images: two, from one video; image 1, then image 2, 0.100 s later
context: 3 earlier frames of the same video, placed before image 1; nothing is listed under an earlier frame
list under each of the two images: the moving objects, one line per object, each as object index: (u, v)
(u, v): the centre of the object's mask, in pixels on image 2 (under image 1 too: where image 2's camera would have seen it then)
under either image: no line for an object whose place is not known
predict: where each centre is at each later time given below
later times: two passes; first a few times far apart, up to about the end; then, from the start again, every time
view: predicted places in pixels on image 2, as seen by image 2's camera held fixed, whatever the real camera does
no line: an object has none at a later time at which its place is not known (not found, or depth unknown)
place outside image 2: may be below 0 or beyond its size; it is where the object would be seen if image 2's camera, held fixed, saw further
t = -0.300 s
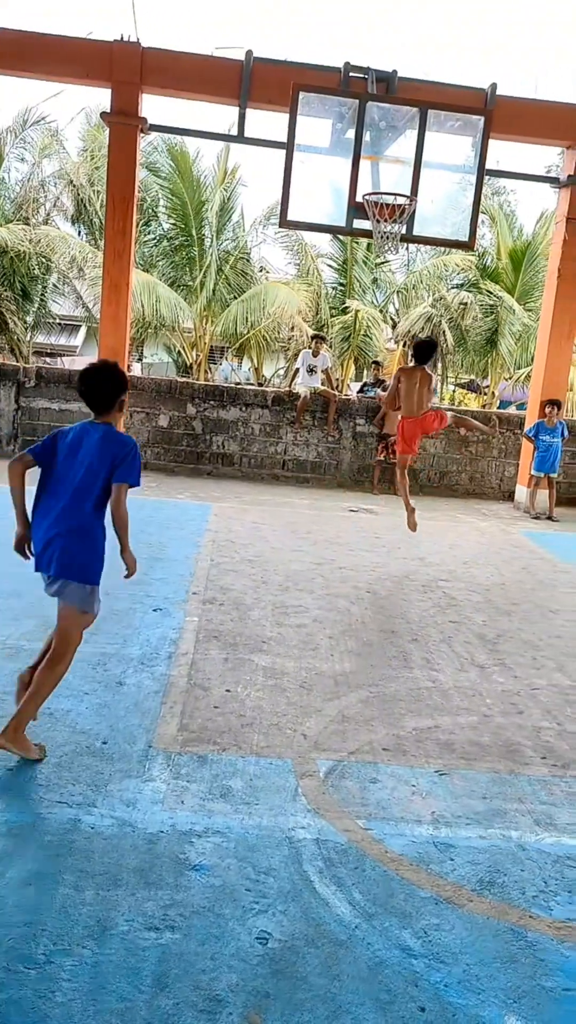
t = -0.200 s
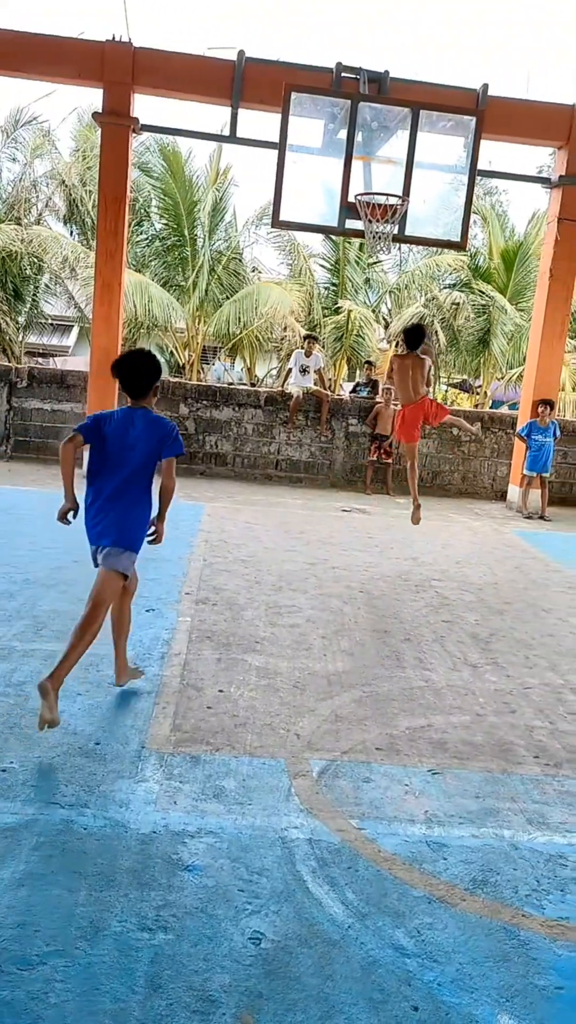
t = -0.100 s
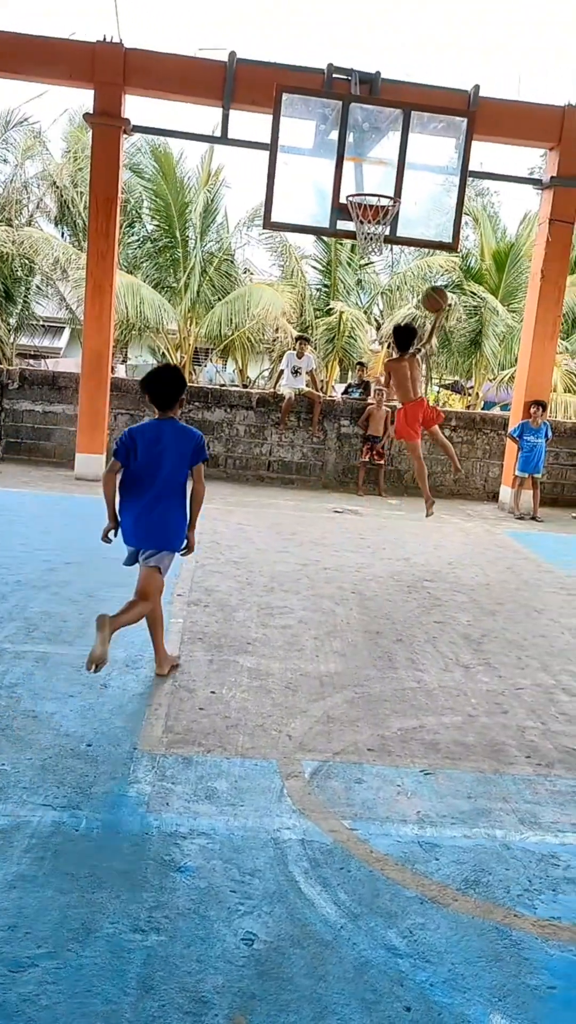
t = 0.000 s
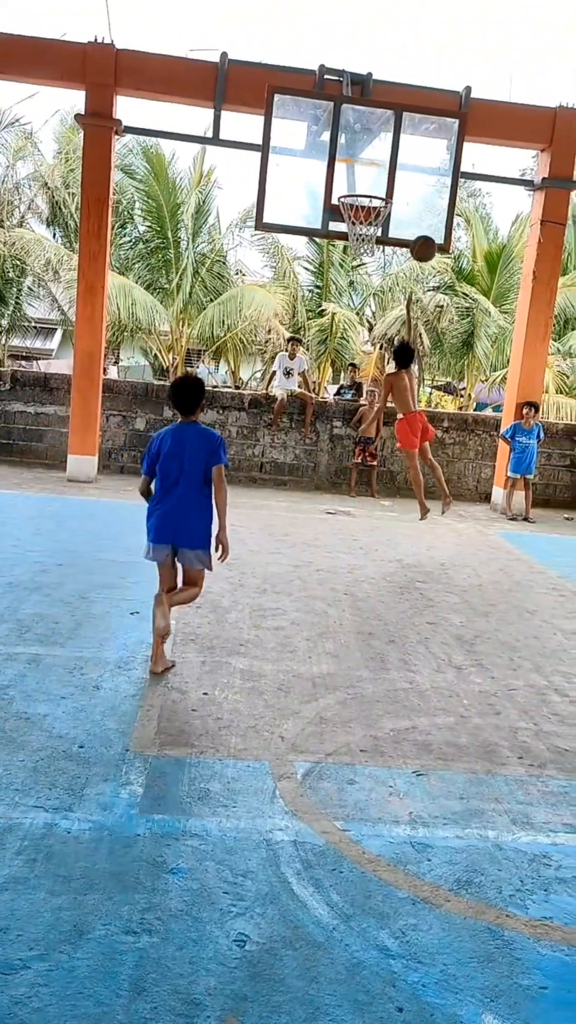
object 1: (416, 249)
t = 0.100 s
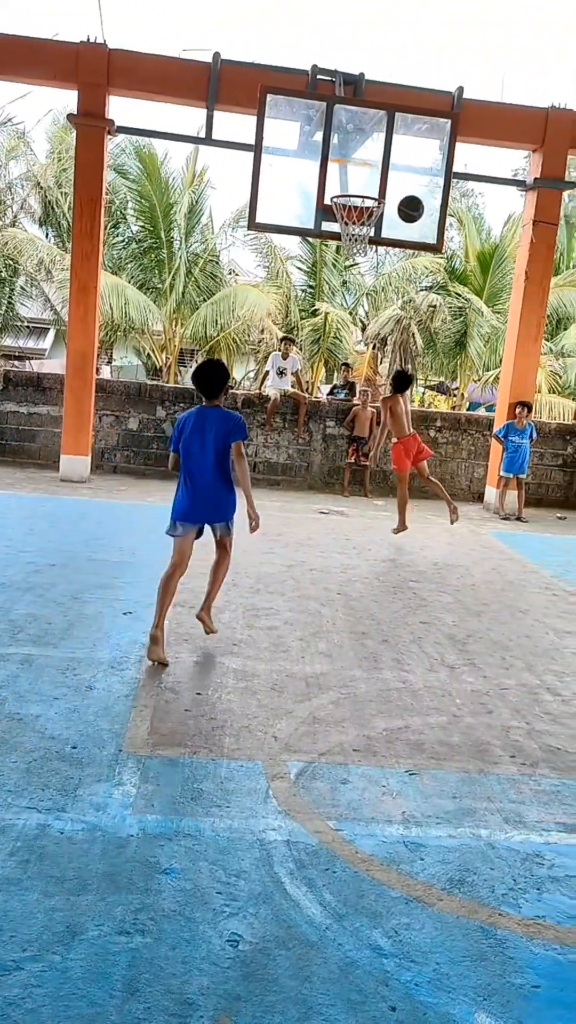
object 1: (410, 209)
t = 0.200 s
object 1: (404, 181)
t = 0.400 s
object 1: (391, 161)
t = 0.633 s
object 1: (371, 193)
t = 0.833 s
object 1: (342, 222)
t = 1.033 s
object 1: (343, 239)
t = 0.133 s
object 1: (408, 199)
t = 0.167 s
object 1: (406, 189)
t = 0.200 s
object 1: (404, 181)
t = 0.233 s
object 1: (402, 175)
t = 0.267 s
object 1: (399, 170)
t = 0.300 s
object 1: (396, 166)
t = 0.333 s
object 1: (395, 163)
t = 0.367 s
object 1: (393, 162)
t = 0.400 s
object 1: (391, 161)
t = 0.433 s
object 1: (388, 162)
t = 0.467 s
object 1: (386, 165)
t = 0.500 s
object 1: (383, 168)
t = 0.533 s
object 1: (381, 173)
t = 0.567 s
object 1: (378, 180)
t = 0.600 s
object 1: (375, 187)
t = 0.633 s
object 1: (371, 193)
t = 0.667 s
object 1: (366, 193)
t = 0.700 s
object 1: (362, 196)
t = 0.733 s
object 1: (359, 201)
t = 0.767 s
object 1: (352, 212)
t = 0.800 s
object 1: (345, 221)
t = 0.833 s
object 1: (342, 222)
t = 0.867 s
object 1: (339, 225)
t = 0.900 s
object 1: (341, 230)
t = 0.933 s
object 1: (339, 231)
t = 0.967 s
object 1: (340, 233)
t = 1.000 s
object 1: (342, 235)
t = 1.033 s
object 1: (343, 239)
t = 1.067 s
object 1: (344, 245)
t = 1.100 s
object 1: (346, 256)
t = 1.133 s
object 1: (349, 260)
